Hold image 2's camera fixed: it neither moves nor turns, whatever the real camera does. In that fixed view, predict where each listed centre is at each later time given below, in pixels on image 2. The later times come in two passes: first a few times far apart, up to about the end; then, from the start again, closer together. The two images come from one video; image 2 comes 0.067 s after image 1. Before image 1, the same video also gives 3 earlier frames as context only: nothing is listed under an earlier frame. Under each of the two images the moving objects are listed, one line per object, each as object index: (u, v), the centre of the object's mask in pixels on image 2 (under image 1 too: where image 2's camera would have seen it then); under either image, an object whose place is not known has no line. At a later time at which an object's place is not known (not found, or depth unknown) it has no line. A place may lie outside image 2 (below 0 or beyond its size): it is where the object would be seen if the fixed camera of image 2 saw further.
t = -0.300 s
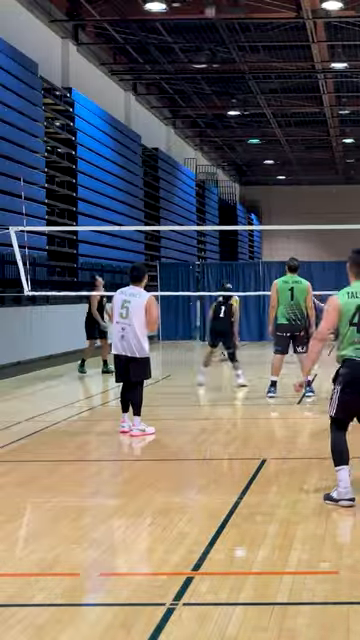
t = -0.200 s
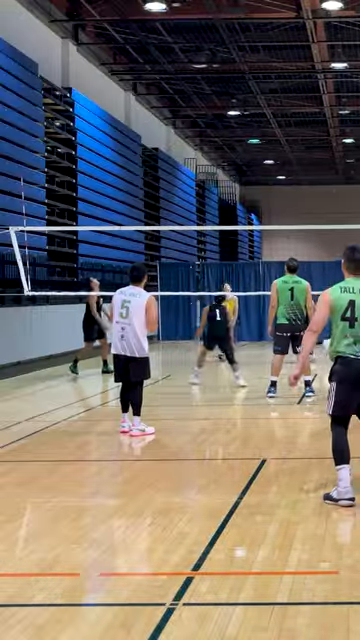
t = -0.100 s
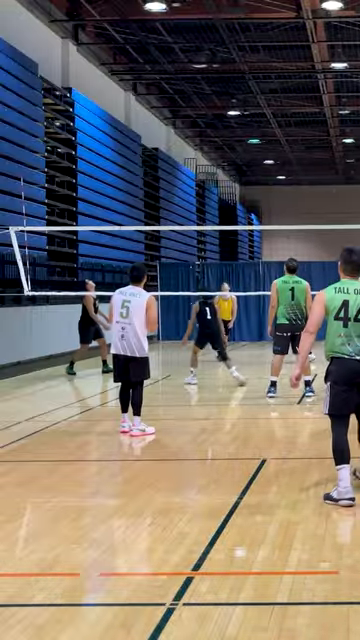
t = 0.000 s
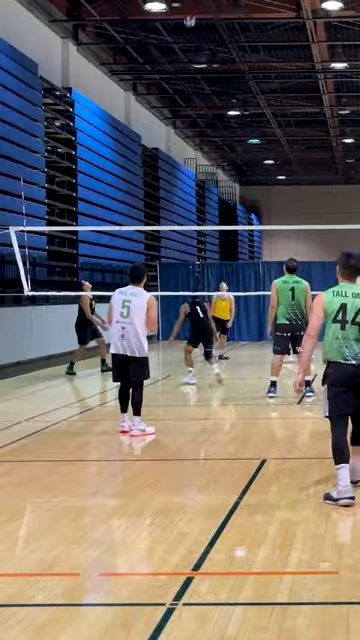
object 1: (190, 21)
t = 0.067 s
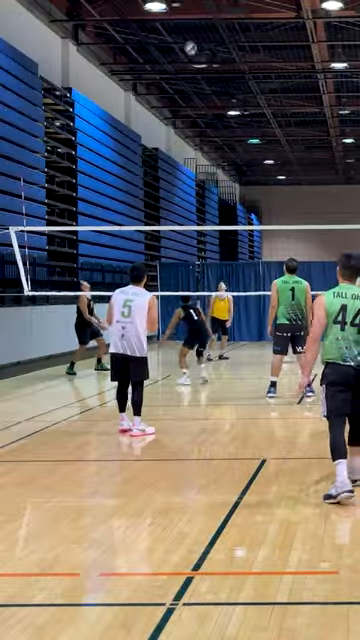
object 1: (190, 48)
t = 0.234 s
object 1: (193, 128)
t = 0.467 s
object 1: (196, 272)
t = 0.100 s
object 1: (191, 63)
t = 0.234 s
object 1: (193, 128)
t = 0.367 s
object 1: (196, 206)
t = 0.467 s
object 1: (196, 272)
